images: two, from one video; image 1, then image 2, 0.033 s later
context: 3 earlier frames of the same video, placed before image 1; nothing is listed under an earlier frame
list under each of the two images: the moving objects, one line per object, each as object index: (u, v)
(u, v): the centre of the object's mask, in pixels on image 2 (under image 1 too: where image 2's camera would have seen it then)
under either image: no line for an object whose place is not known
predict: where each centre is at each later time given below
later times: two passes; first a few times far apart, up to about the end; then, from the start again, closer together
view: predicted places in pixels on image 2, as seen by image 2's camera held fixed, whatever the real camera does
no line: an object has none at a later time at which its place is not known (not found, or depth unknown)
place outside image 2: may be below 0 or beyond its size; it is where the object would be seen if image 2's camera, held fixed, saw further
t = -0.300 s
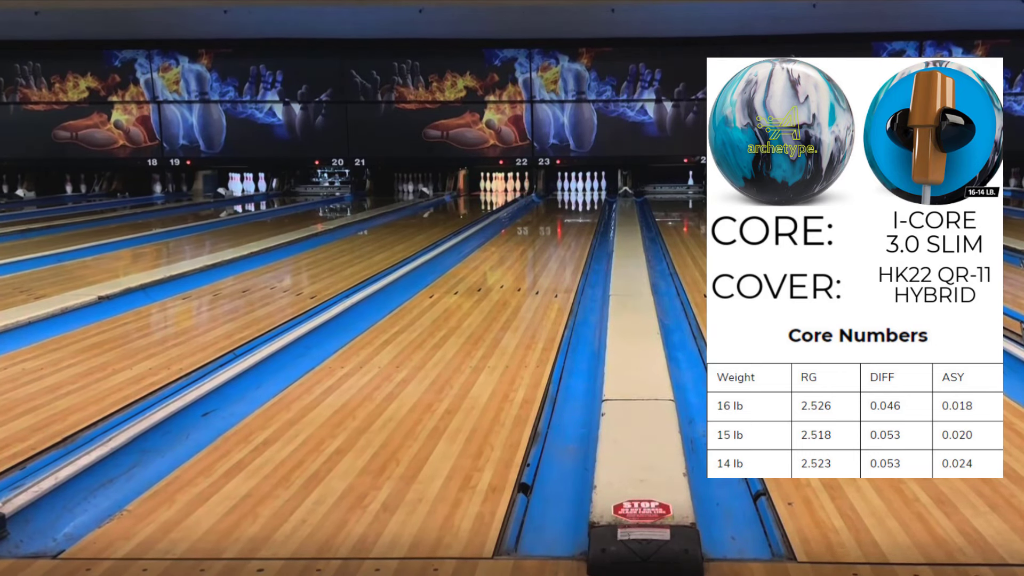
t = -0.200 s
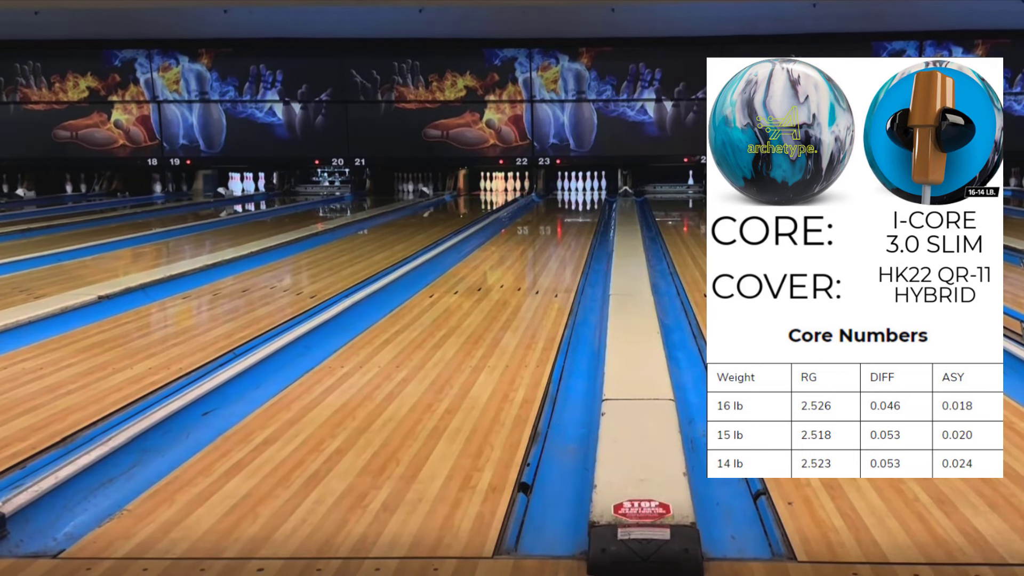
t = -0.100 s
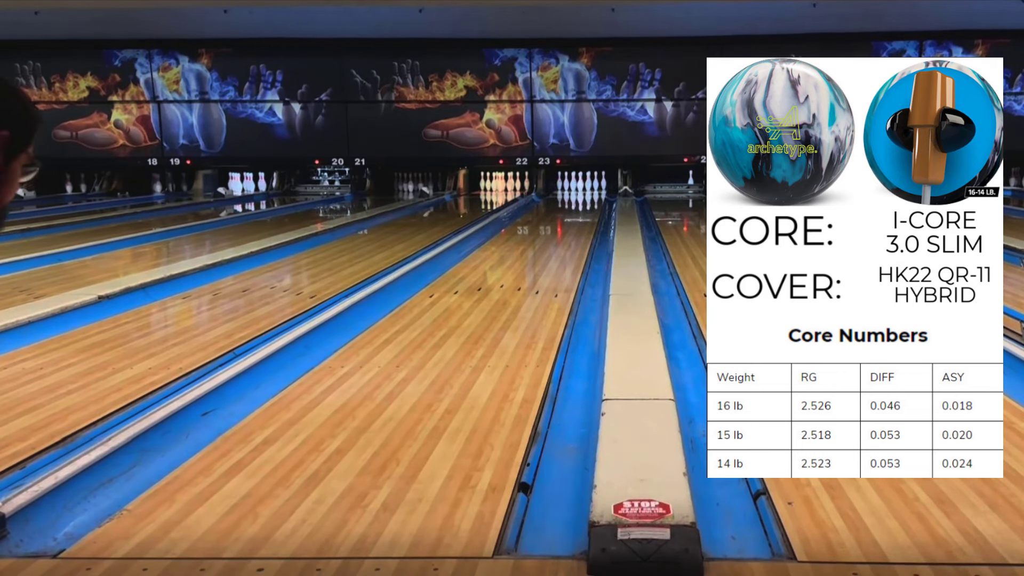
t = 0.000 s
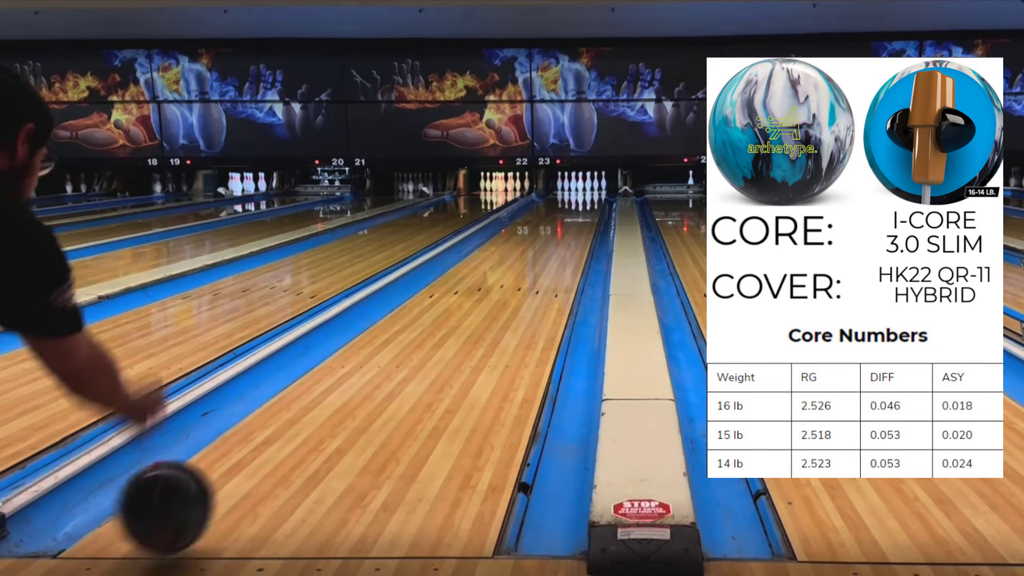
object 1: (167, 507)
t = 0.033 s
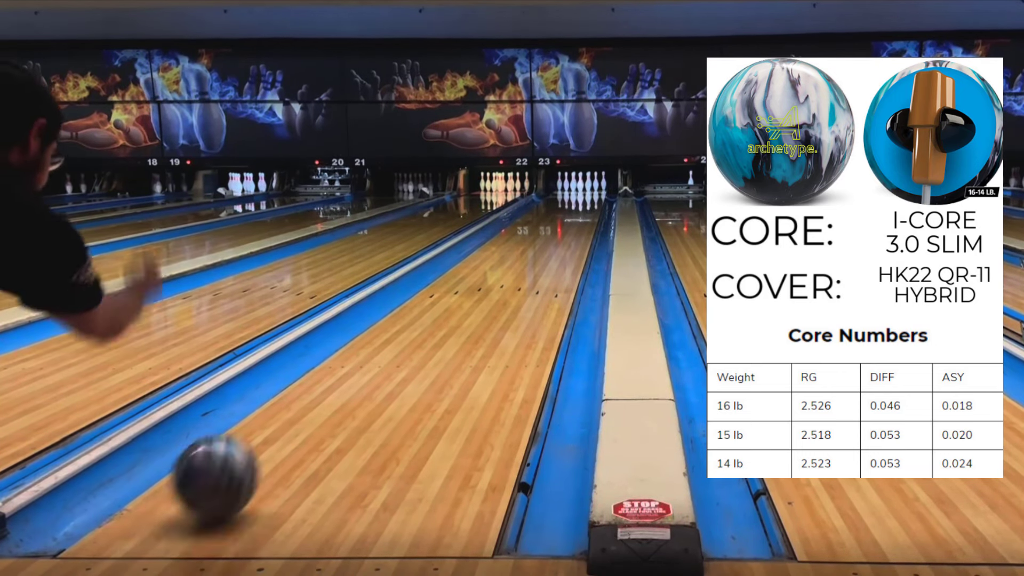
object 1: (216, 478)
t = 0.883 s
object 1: (541, 242)
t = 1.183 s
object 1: (565, 222)
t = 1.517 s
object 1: (583, 206)
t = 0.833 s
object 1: (536, 246)
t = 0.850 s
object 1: (538, 245)
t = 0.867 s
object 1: (540, 243)
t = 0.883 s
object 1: (541, 242)
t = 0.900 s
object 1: (542, 241)
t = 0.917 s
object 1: (545, 239)
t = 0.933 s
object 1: (546, 238)
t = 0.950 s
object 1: (548, 237)
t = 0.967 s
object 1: (549, 235)
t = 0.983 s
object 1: (551, 234)
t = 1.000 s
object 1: (552, 232)
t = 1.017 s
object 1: (553, 232)
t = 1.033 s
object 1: (554, 231)
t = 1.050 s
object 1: (555, 230)
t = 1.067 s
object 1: (557, 229)
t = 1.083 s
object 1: (559, 227)
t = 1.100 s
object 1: (560, 226)
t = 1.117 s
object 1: (562, 225)
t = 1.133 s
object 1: (563, 224)
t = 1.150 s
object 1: (564, 224)
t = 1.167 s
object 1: (564, 223)
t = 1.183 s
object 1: (565, 222)
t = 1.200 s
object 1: (567, 221)
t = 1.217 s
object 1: (568, 220)
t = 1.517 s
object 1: (583, 206)
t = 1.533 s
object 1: (584, 206)
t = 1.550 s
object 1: (584, 206)
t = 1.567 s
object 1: (584, 205)
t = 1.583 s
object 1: (584, 205)
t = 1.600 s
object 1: (586, 204)
